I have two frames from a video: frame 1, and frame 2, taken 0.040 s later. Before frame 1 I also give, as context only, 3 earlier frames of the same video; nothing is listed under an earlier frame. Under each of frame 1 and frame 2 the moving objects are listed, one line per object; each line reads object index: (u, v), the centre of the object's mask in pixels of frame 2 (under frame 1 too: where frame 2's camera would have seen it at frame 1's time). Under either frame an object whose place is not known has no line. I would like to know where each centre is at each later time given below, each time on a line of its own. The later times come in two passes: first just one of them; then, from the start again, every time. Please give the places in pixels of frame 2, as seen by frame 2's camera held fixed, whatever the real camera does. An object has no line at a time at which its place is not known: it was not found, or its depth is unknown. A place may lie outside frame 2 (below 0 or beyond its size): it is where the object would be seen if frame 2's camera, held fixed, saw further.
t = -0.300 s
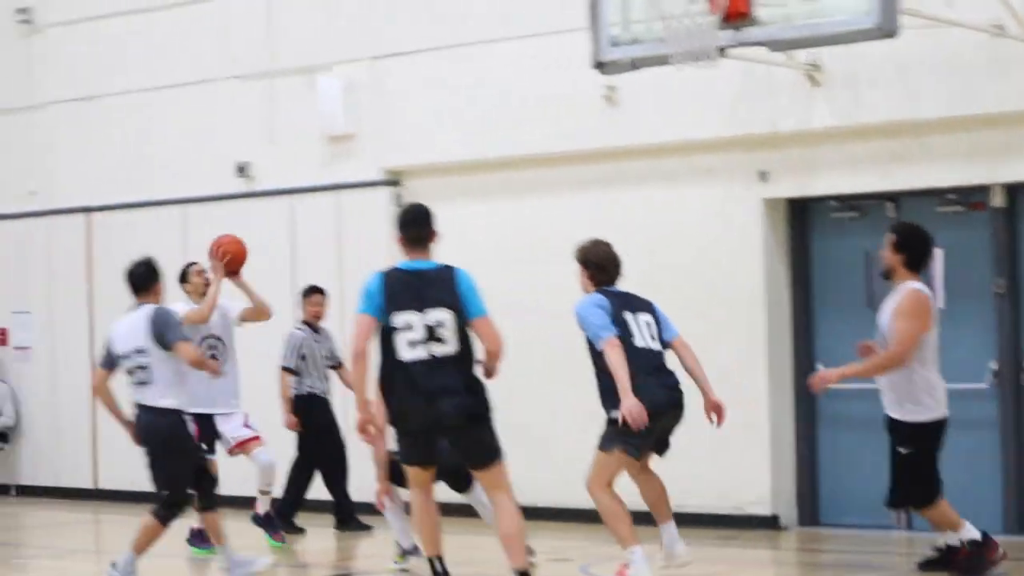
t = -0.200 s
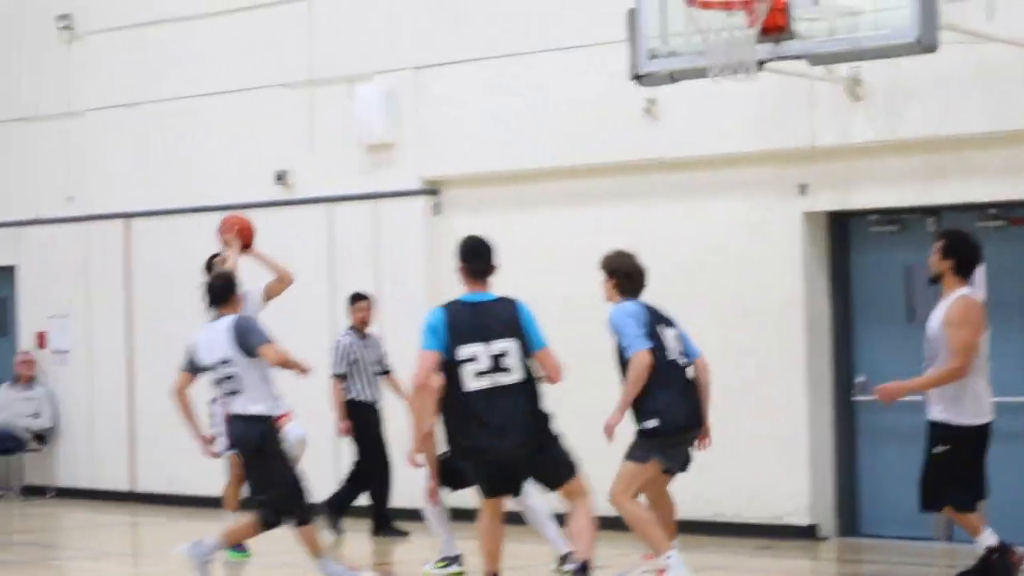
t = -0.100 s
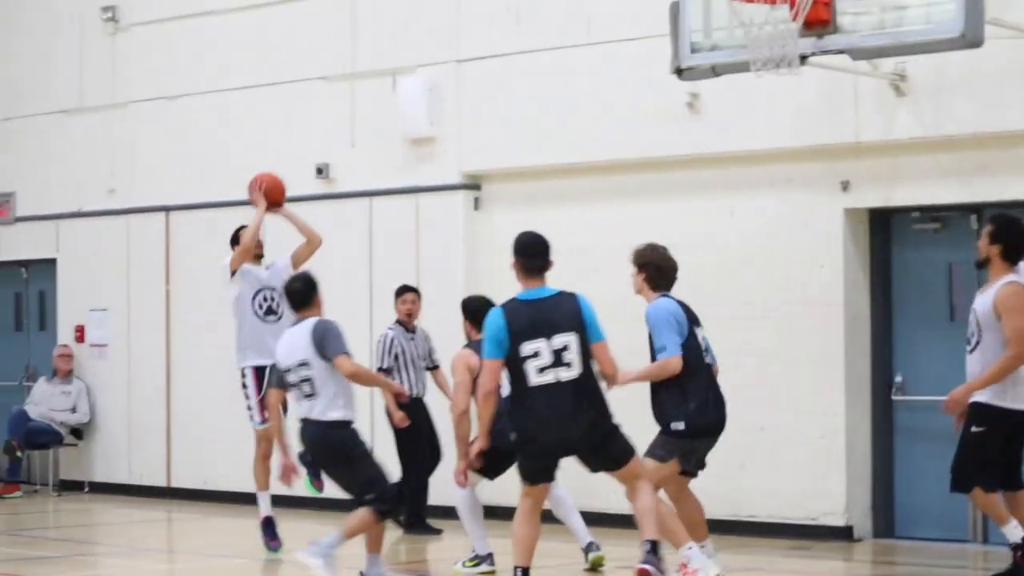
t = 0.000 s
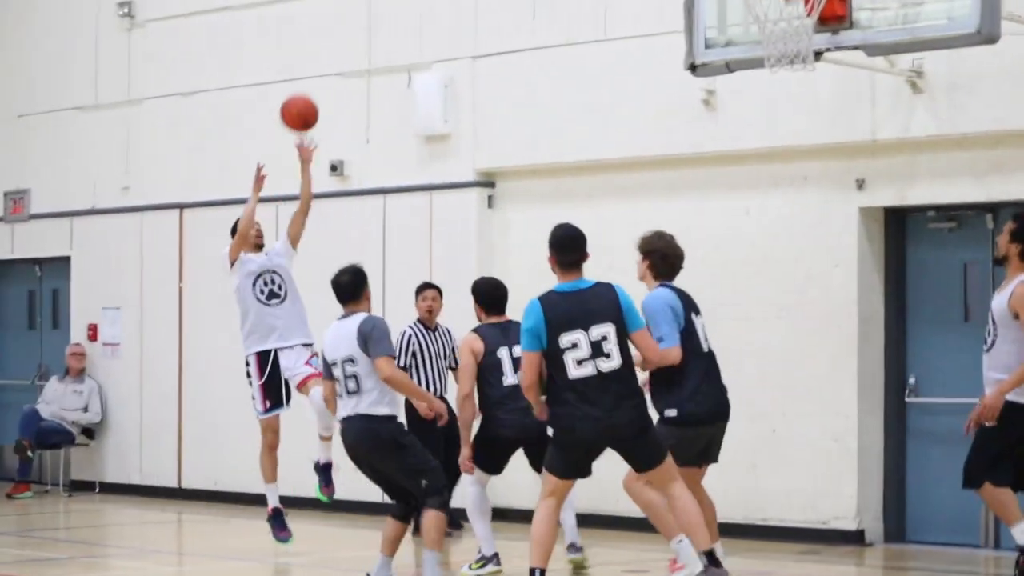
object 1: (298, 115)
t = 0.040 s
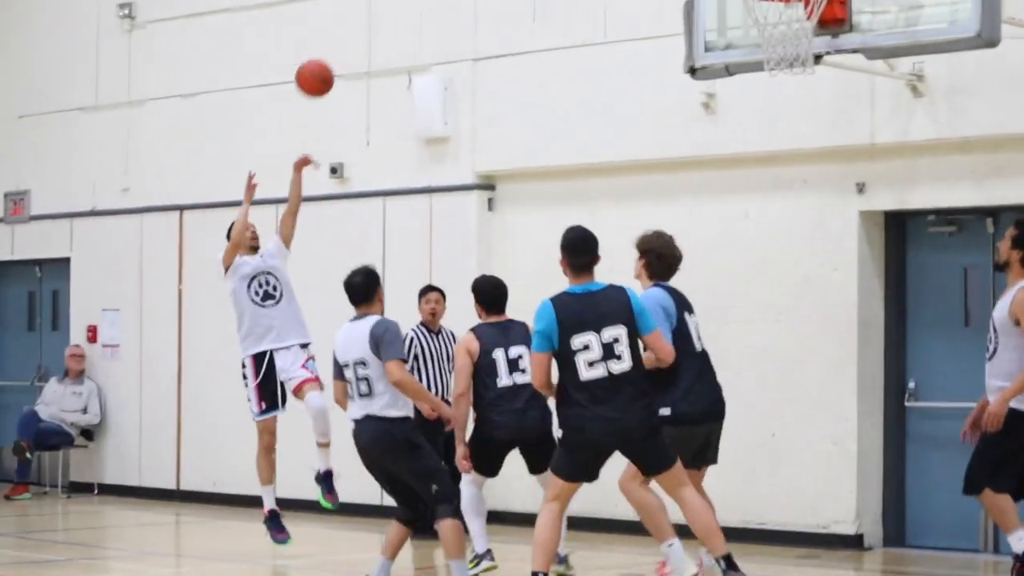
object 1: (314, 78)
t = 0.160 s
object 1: (363, -3)
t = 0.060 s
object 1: (322, 61)
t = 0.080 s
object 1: (330, 43)
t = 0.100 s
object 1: (338, 27)
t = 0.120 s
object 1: (347, 12)
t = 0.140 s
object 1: (355, 4)
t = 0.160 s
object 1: (363, -3)
